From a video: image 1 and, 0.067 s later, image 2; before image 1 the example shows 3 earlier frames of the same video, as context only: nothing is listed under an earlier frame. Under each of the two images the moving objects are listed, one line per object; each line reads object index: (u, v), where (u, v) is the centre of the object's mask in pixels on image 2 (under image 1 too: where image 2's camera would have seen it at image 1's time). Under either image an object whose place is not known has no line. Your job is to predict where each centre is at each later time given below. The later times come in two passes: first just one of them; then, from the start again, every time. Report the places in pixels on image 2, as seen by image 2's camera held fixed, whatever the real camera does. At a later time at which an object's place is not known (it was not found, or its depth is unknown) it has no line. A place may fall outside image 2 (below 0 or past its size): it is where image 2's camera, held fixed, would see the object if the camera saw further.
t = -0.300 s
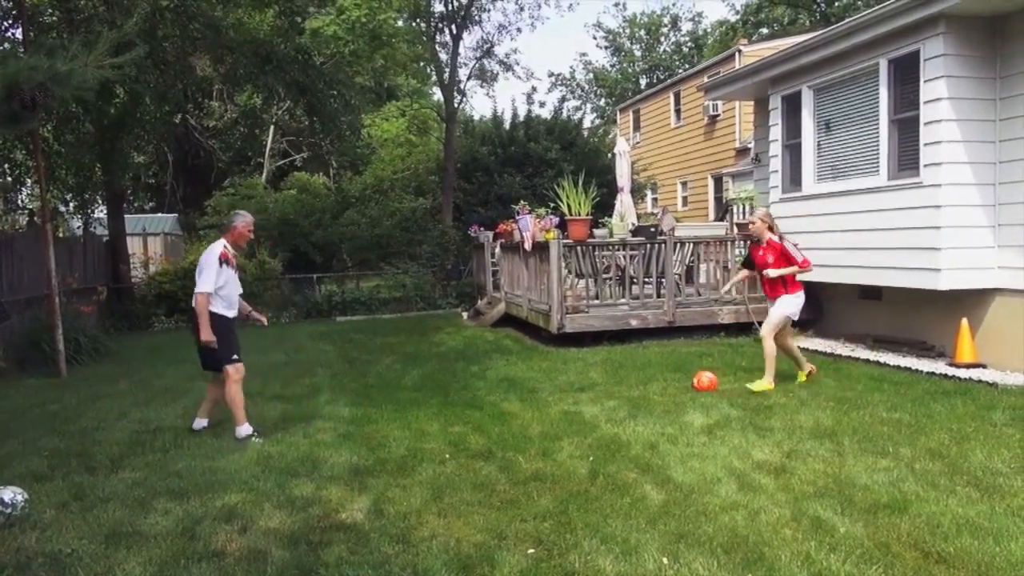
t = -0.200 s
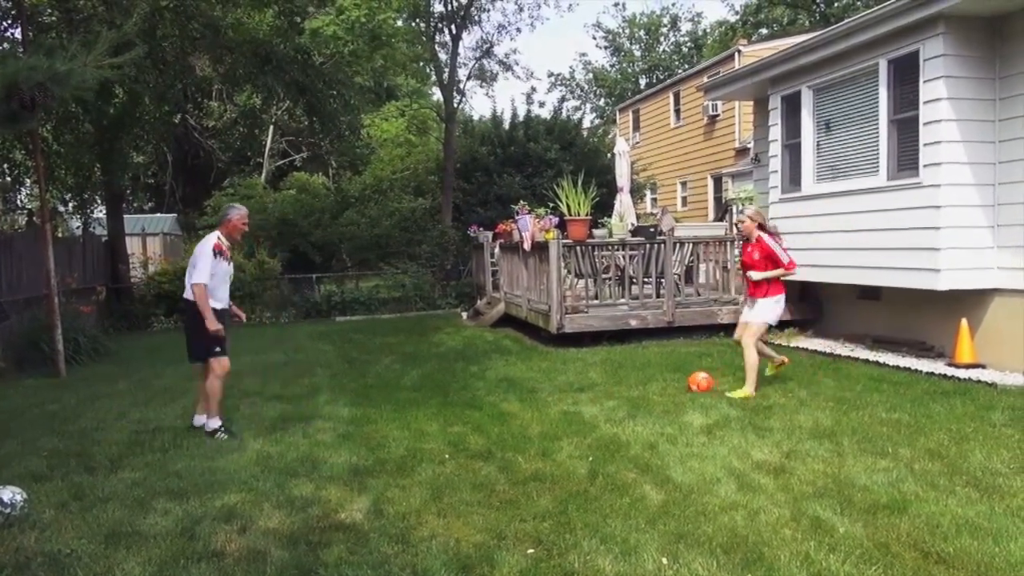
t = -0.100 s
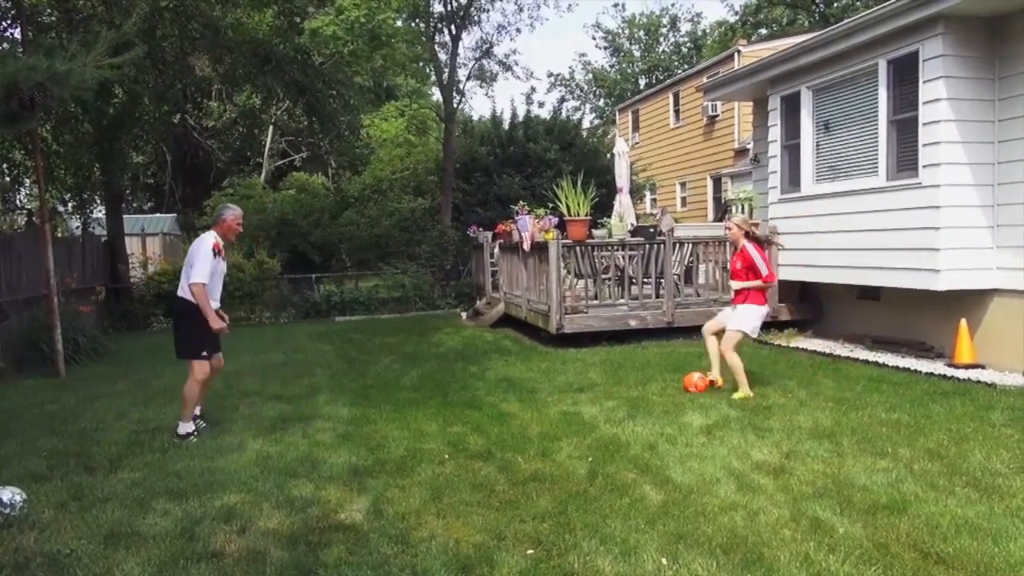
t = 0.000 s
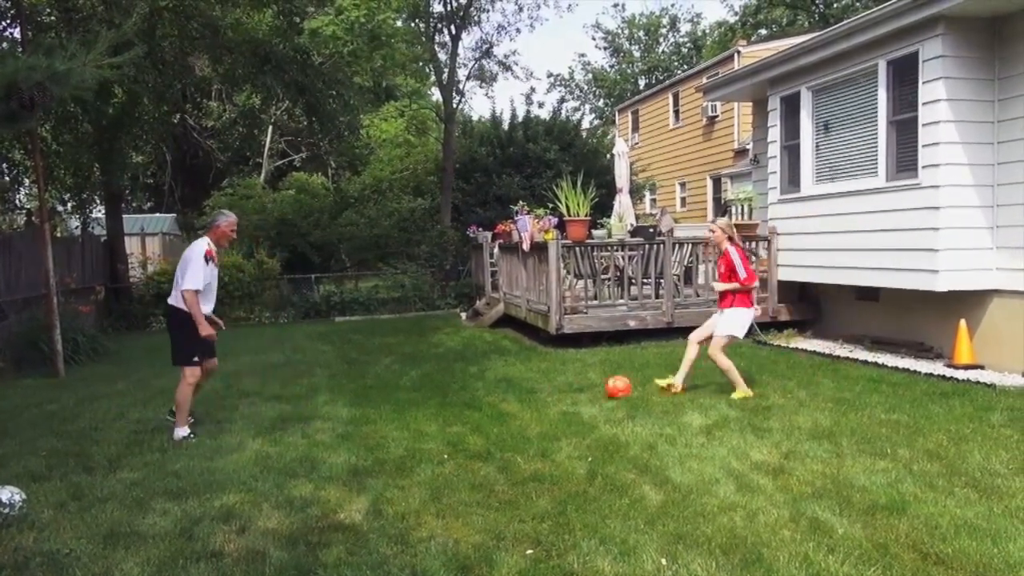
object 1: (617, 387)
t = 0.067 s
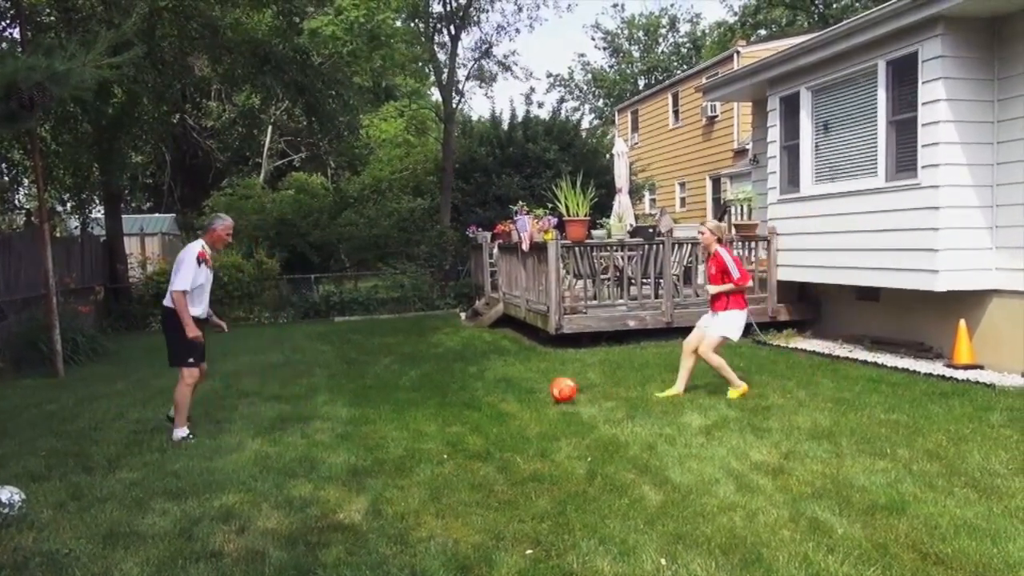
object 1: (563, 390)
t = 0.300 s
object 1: (385, 406)
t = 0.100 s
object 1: (536, 393)
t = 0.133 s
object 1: (507, 397)
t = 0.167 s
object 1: (480, 401)
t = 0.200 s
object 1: (452, 406)
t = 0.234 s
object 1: (429, 407)
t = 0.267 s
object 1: (407, 407)
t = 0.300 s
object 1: (385, 406)
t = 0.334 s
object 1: (363, 407)
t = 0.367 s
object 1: (339, 410)
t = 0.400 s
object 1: (317, 413)
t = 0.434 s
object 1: (294, 416)
